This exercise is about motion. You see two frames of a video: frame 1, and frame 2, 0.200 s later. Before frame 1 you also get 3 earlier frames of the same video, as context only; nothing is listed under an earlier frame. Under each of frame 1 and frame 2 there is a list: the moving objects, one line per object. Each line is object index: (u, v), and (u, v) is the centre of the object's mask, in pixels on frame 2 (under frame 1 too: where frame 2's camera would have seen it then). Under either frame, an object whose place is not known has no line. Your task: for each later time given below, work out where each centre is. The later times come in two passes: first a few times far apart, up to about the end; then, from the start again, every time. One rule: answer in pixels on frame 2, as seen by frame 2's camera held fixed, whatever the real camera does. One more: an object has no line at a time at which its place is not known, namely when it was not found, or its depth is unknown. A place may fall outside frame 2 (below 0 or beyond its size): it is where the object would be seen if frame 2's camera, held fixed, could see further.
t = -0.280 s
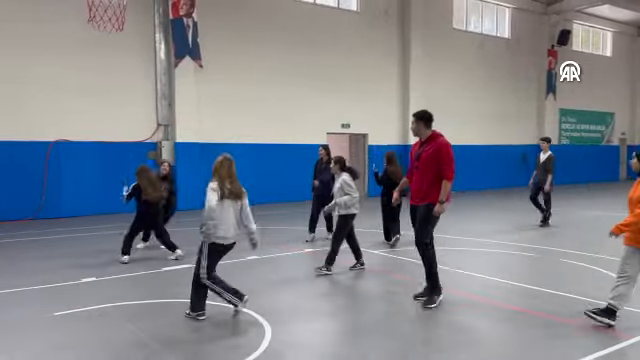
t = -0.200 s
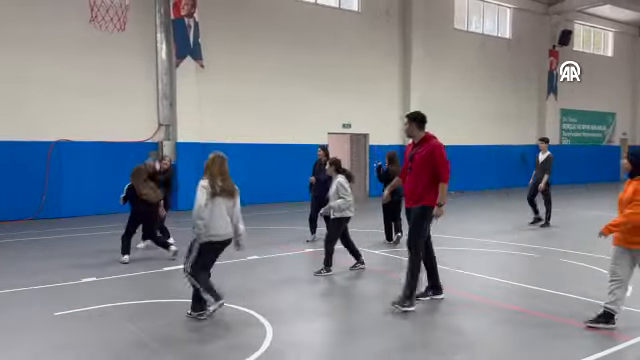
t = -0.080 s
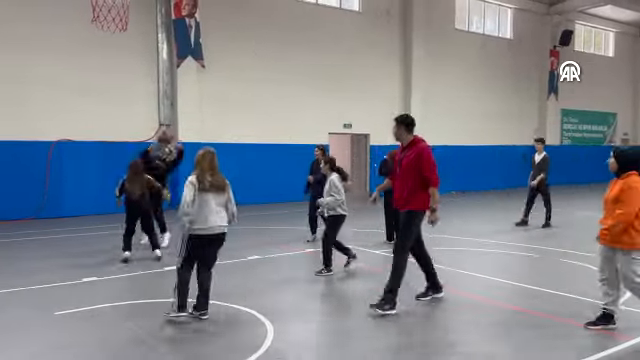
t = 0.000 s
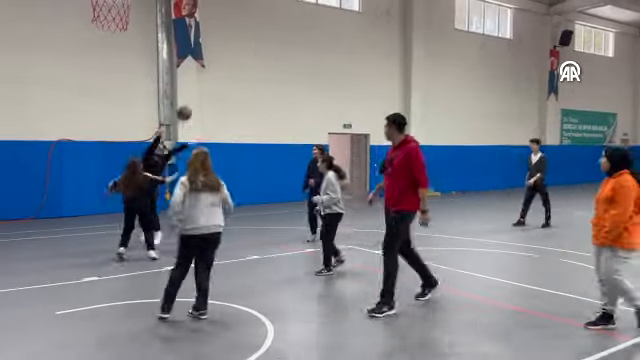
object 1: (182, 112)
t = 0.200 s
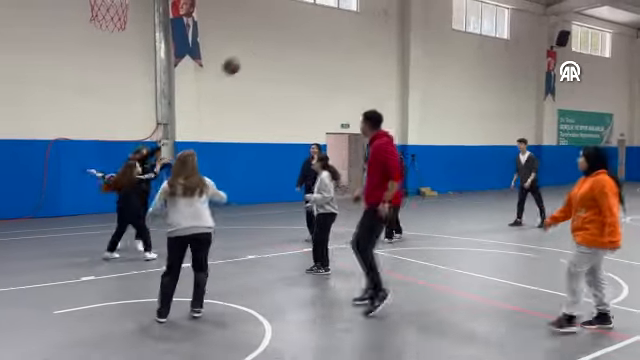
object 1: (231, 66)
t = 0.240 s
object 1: (242, 59)
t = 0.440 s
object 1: (301, 41)
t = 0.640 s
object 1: (371, 53)
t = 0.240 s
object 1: (242, 59)
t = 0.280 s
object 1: (253, 54)
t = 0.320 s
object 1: (264, 49)
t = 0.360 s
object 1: (275, 46)
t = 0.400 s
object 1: (288, 43)
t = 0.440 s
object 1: (301, 41)
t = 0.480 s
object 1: (314, 41)
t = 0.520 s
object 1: (328, 42)
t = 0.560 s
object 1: (342, 44)
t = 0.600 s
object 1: (356, 48)
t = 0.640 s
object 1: (371, 53)
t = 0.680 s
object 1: (385, 59)
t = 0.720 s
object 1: (401, 69)
